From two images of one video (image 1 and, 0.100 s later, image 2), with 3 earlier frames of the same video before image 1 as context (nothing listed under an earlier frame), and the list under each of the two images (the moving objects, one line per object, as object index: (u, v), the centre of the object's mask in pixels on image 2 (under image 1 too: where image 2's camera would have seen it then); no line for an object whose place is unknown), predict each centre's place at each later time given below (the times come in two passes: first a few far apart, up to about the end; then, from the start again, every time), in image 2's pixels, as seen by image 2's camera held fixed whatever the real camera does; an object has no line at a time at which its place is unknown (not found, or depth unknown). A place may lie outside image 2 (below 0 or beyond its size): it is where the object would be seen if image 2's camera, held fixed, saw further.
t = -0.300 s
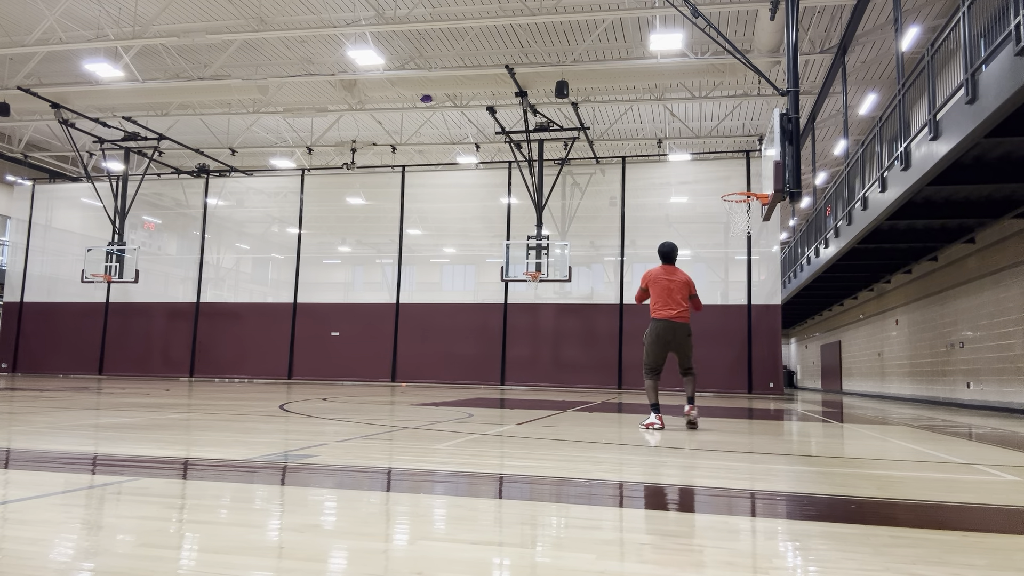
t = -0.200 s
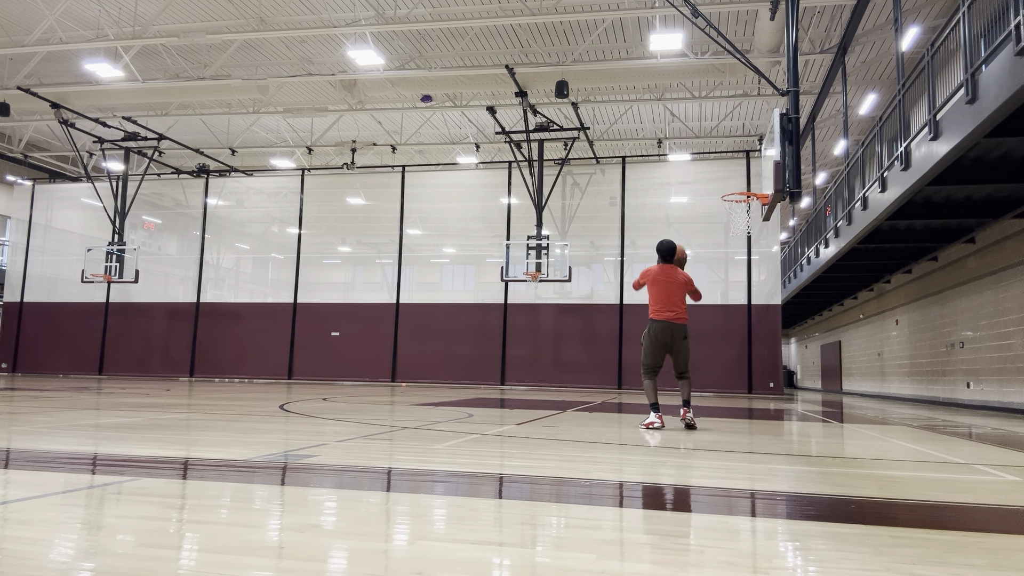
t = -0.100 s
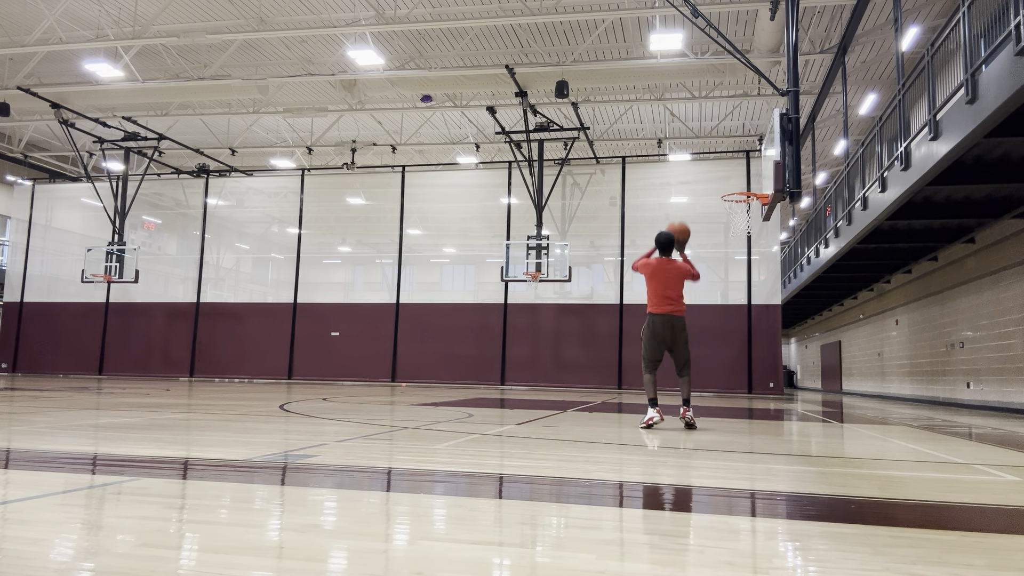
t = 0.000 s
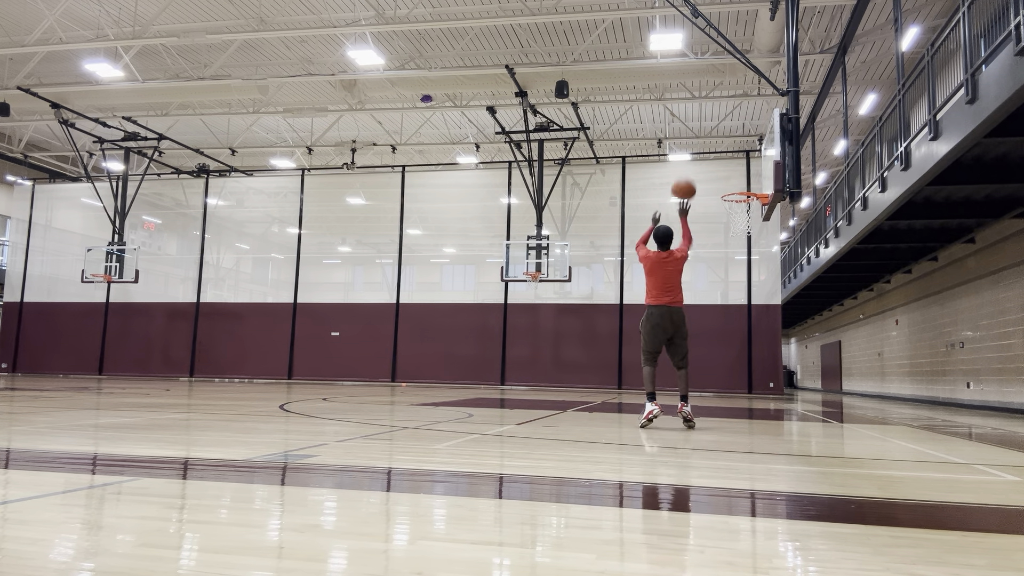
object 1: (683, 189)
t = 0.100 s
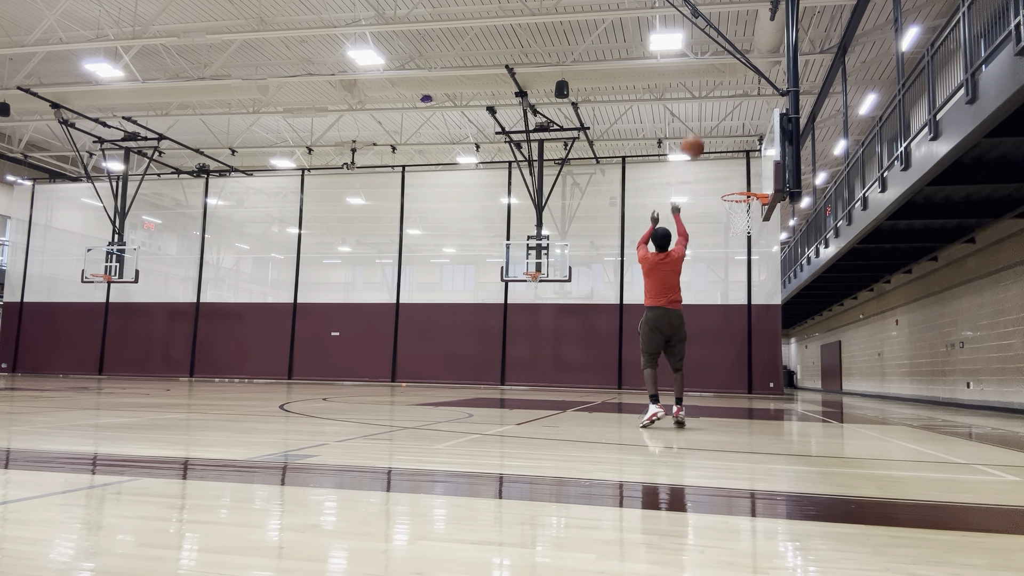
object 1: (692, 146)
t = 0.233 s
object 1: (702, 110)
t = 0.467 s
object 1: (716, 89)
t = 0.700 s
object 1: (728, 111)
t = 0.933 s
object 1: (737, 166)
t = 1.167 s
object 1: (743, 222)
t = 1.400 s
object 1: (742, 253)
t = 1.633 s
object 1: (740, 317)
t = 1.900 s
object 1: (740, 380)
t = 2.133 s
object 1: (736, 321)
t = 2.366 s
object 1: (734, 300)
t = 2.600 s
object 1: (731, 314)
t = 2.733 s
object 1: (730, 339)
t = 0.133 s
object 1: (694, 136)
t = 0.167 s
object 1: (697, 126)
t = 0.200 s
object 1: (699, 118)
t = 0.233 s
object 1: (702, 110)
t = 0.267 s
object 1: (704, 104)
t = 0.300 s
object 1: (706, 99)
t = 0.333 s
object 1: (708, 95)
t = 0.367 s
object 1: (710, 92)
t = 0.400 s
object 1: (713, 90)
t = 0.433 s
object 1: (714, 89)
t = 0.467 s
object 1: (716, 89)
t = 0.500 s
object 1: (718, 90)
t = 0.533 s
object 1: (720, 91)
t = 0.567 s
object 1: (722, 94)
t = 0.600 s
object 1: (723, 98)
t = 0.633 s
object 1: (725, 101)
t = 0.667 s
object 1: (726, 106)
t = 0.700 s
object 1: (728, 111)
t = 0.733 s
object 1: (729, 117)
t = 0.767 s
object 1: (731, 124)
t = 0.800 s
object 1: (732, 131)
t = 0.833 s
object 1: (734, 139)
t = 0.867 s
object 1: (735, 148)
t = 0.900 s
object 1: (736, 157)
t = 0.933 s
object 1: (737, 166)
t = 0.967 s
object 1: (739, 176)
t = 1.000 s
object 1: (740, 186)
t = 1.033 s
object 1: (742, 199)
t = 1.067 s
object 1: (742, 208)
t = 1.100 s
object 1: (742, 216)
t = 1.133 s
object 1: (743, 220)
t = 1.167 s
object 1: (743, 222)
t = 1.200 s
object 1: (743, 224)
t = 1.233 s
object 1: (743, 227)
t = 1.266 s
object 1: (743, 231)
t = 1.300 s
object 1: (742, 236)
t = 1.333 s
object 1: (742, 241)
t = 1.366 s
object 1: (742, 247)
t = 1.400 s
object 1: (742, 253)
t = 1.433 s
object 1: (742, 261)
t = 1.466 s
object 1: (741, 269)
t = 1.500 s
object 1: (741, 277)
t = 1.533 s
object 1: (741, 287)
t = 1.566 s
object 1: (741, 297)
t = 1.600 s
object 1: (740, 307)
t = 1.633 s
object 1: (740, 317)
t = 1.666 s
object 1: (740, 330)
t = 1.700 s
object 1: (740, 343)
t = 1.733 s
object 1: (740, 356)
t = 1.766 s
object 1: (740, 371)
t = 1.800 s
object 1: (740, 386)
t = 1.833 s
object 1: (741, 402)
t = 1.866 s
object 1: (740, 391)
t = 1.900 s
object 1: (740, 380)
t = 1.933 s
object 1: (739, 369)
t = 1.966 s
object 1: (738, 359)
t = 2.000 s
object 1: (738, 350)
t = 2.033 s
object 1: (737, 341)
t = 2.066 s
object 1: (737, 334)
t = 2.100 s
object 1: (737, 327)
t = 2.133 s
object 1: (736, 321)
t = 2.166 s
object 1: (736, 316)
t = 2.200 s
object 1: (735, 311)
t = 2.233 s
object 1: (735, 308)
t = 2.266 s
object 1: (735, 305)
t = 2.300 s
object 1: (735, 302)
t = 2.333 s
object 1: (734, 301)
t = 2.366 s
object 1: (734, 300)
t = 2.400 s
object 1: (734, 300)
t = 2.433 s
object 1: (733, 300)
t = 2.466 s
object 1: (733, 302)
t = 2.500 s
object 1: (733, 304)
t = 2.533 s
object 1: (732, 307)
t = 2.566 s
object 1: (732, 310)
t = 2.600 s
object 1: (731, 314)
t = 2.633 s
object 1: (731, 319)
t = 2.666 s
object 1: (731, 325)
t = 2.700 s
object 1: (731, 332)
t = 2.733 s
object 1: (730, 339)
